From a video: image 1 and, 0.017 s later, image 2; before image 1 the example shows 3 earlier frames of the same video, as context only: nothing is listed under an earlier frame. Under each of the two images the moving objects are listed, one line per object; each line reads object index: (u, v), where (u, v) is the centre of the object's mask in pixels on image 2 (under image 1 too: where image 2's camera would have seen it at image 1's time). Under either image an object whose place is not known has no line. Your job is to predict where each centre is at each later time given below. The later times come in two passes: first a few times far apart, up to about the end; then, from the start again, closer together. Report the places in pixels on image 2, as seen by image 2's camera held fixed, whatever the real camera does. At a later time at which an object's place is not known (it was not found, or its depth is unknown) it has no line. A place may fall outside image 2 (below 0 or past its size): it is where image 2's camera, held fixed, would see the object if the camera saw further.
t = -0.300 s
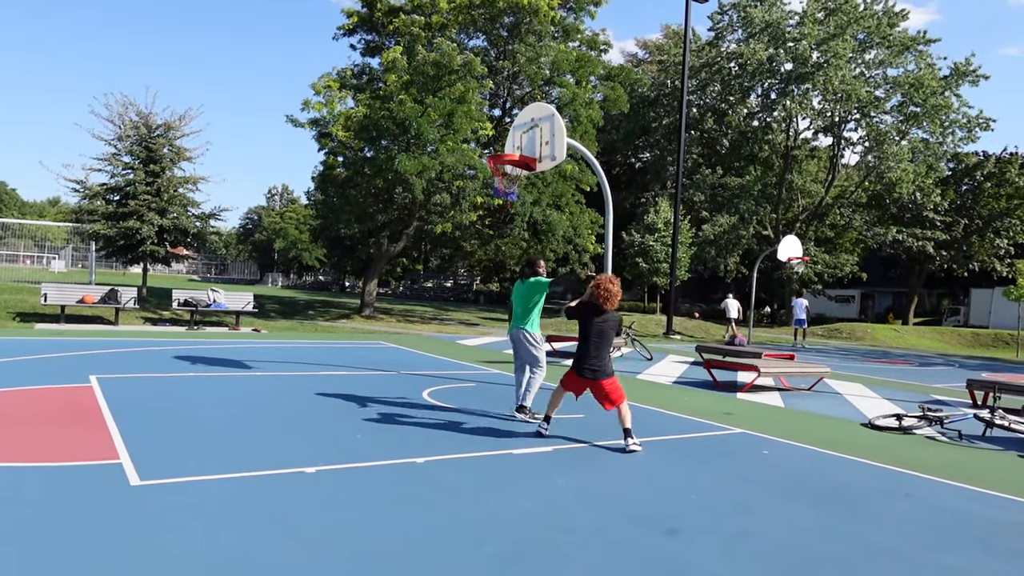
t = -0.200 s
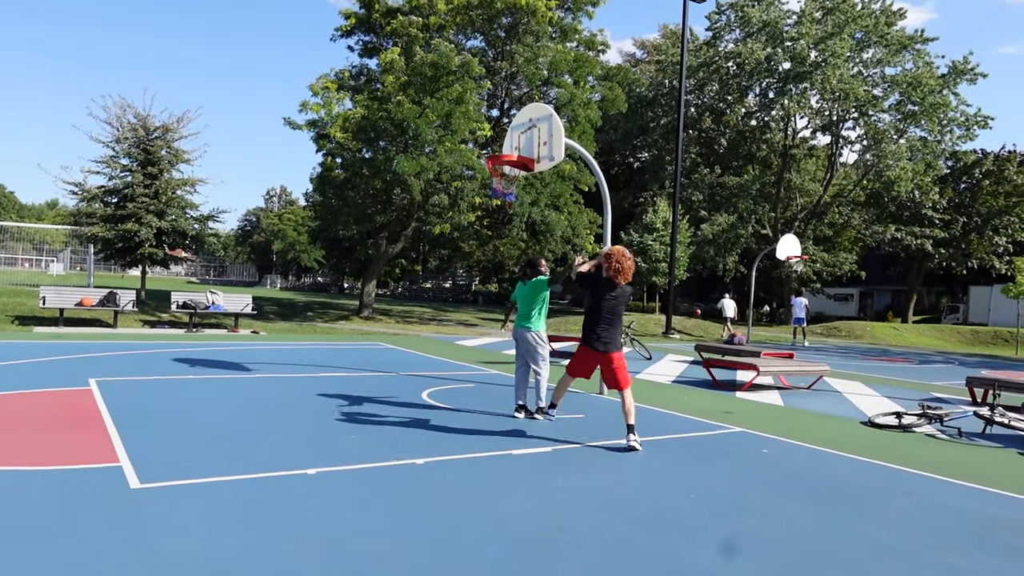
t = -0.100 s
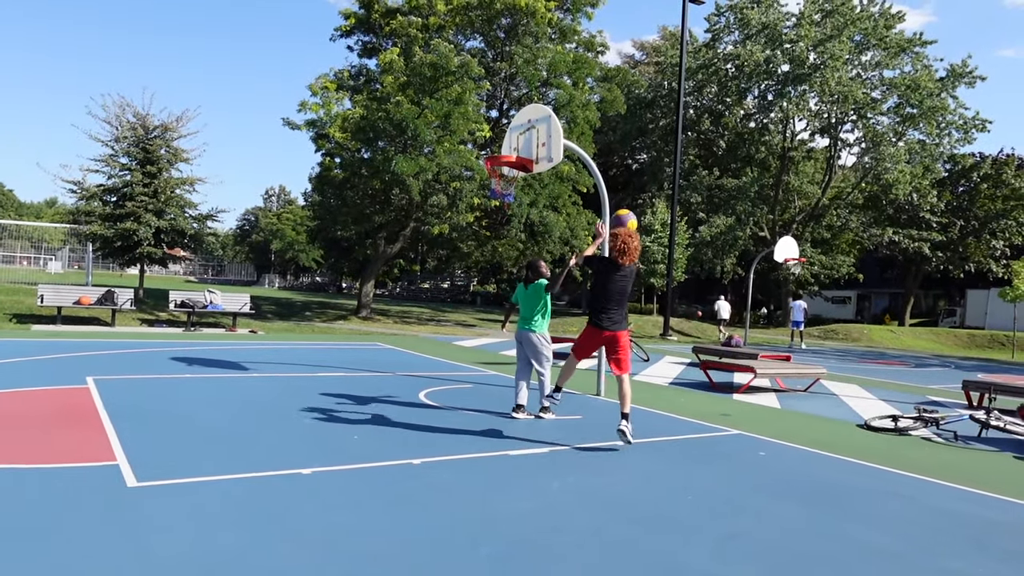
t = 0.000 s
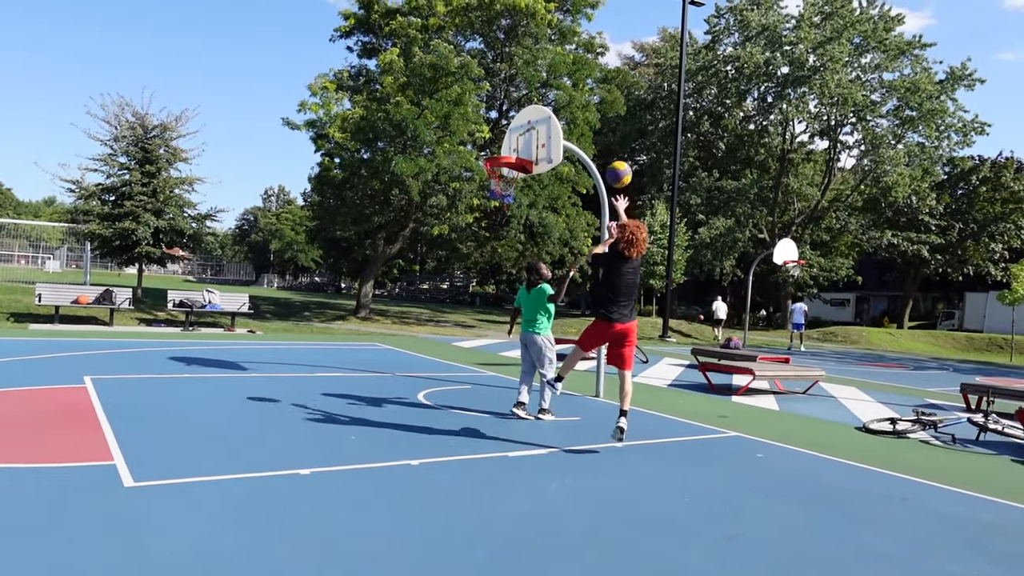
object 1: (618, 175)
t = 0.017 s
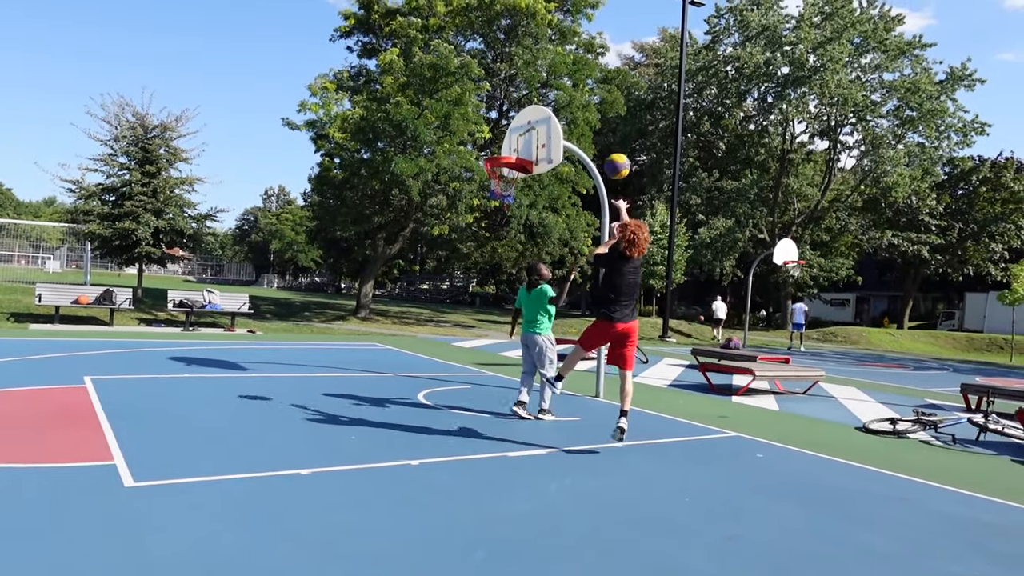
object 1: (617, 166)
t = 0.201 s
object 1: (598, 99)
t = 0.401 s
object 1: (578, 70)
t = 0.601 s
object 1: (558, 78)
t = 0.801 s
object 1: (537, 118)
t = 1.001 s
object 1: (539, 148)
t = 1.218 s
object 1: (532, 158)
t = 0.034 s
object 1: (615, 158)
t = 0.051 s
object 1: (613, 151)
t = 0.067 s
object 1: (612, 144)
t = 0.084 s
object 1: (610, 137)
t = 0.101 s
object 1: (608, 130)
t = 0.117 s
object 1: (606, 125)
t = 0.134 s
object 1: (604, 120)
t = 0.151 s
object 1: (603, 113)
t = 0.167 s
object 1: (601, 108)
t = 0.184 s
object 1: (600, 103)
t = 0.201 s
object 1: (598, 99)
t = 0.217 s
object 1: (596, 94)
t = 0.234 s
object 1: (594, 91)
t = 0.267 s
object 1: (591, 84)
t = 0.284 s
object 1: (589, 82)
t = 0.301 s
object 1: (587, 79)
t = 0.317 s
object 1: (586, 77)
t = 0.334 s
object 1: (585, 75)
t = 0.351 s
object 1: (584, 74)
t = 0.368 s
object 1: (581, 72)
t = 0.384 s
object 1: (579, 71)
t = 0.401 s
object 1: (578, 70)
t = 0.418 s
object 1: (576, 69)
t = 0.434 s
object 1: (574, 68)
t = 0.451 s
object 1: (572, 68)
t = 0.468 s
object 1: (571, 69)
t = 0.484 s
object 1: (569, 69)
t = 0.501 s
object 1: (567, 70)
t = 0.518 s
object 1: (566, 70)
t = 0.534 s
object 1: (565, 71)
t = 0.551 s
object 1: (563, 72)
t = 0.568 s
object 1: (561, 74)
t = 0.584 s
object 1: (559, 76)
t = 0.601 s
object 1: (558, 78)
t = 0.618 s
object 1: (557, 80)
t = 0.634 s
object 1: (555, 83)
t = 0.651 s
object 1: (552, 86)
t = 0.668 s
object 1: (551, 88)
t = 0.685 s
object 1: (549, 91)
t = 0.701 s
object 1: (548, 95)
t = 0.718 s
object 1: (546, 98)
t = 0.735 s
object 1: (544, 101)
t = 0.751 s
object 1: (542, 106)
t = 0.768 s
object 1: (540, 110)
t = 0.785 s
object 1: (538, 114)
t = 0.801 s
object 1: (537, 118)
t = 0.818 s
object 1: (535, 123)
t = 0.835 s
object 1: (533, 128)
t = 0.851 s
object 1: (531, 133)
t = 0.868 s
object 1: (529, 138)
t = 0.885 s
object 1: (527, 143)
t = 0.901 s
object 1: (525, 149)
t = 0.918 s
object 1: (525, 151)
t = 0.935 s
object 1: (531, 151)
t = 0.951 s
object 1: (536, 151)
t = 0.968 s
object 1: (538, 150)
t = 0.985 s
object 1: (539, 148)
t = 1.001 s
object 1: (539, 148)
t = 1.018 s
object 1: (538, 148)
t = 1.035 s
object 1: (538, 147)
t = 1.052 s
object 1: (537, 147)
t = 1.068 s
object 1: (537, 147)
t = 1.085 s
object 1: (536, 148)
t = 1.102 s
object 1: (535, 148)
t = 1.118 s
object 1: (535, 149)
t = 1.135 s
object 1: (535, 150)
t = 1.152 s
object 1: (534, 151)
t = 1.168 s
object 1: (534, 152)
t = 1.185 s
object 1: (533, 154)
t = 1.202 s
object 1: (533, 156)
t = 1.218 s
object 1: (532, 158)
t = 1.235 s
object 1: (531, 161)
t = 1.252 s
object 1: (530, 164)
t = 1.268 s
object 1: (530, 165)
